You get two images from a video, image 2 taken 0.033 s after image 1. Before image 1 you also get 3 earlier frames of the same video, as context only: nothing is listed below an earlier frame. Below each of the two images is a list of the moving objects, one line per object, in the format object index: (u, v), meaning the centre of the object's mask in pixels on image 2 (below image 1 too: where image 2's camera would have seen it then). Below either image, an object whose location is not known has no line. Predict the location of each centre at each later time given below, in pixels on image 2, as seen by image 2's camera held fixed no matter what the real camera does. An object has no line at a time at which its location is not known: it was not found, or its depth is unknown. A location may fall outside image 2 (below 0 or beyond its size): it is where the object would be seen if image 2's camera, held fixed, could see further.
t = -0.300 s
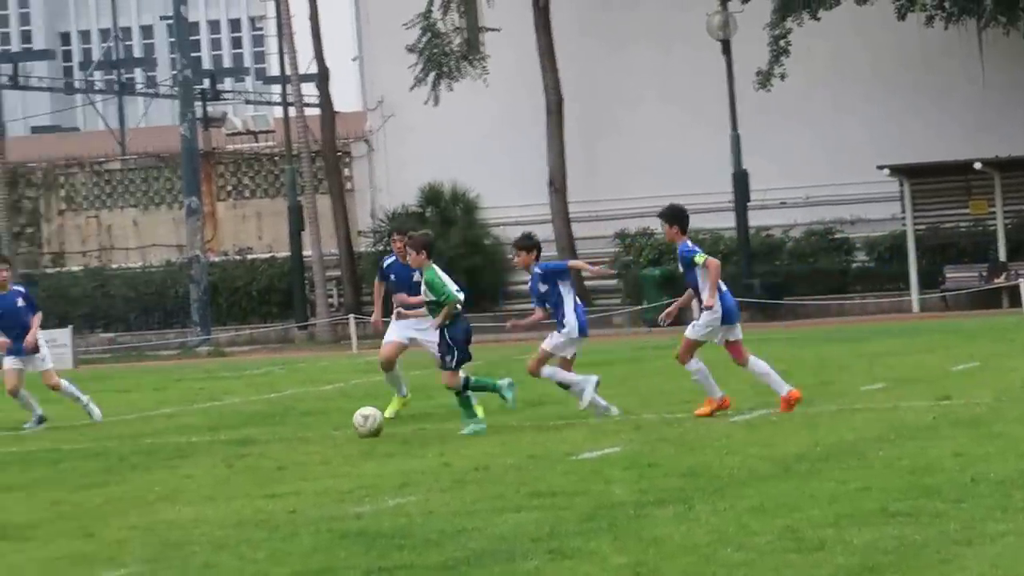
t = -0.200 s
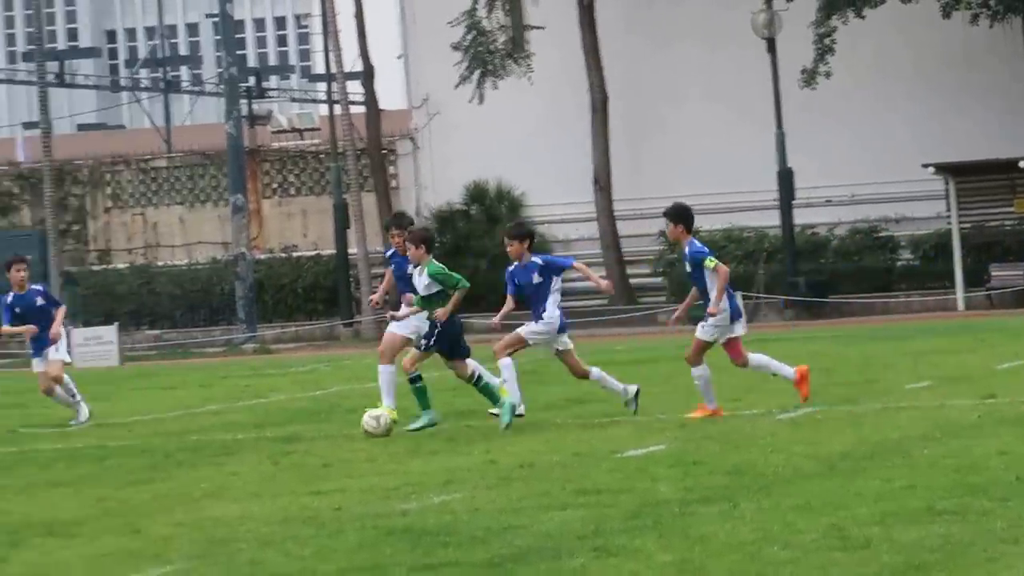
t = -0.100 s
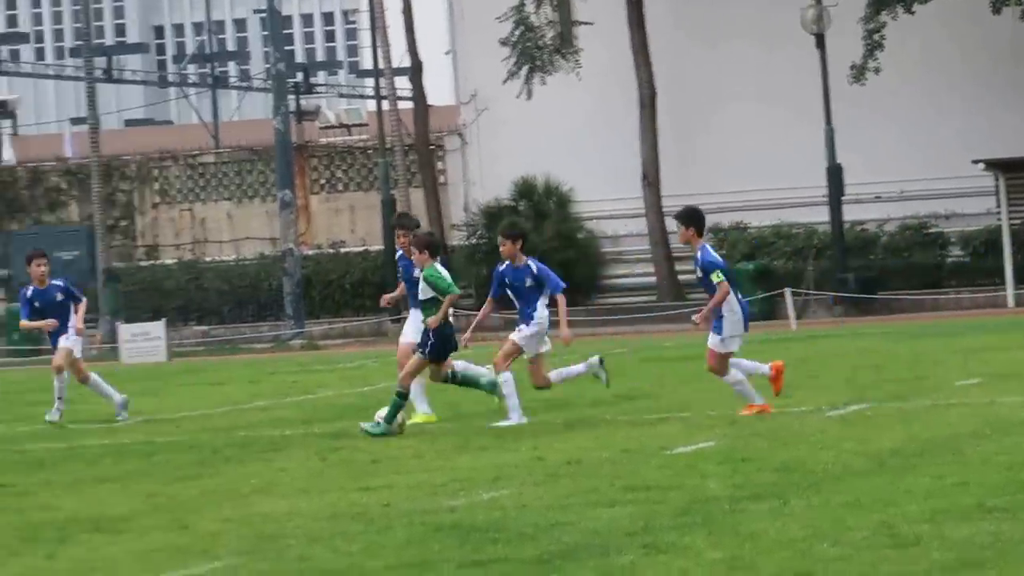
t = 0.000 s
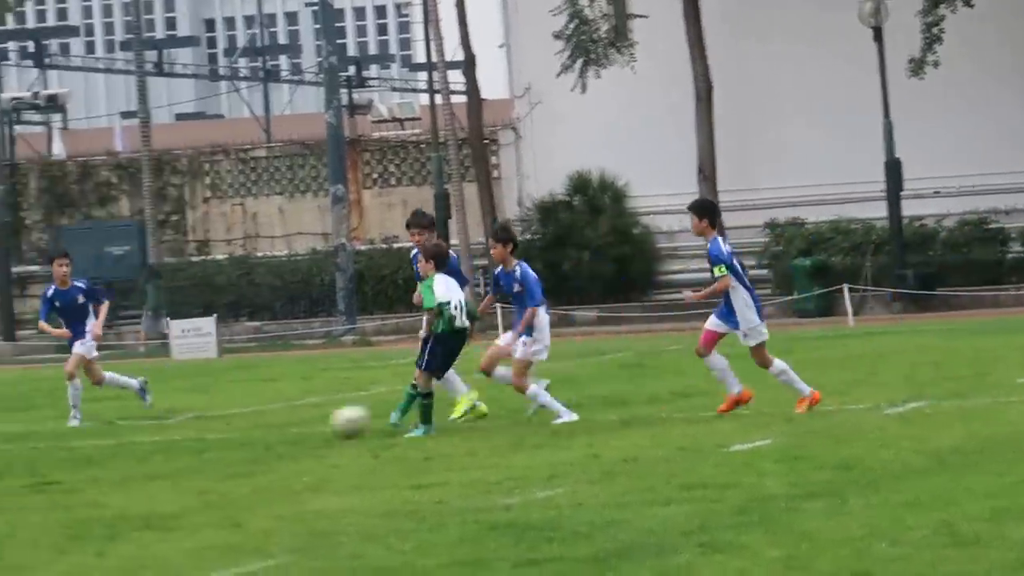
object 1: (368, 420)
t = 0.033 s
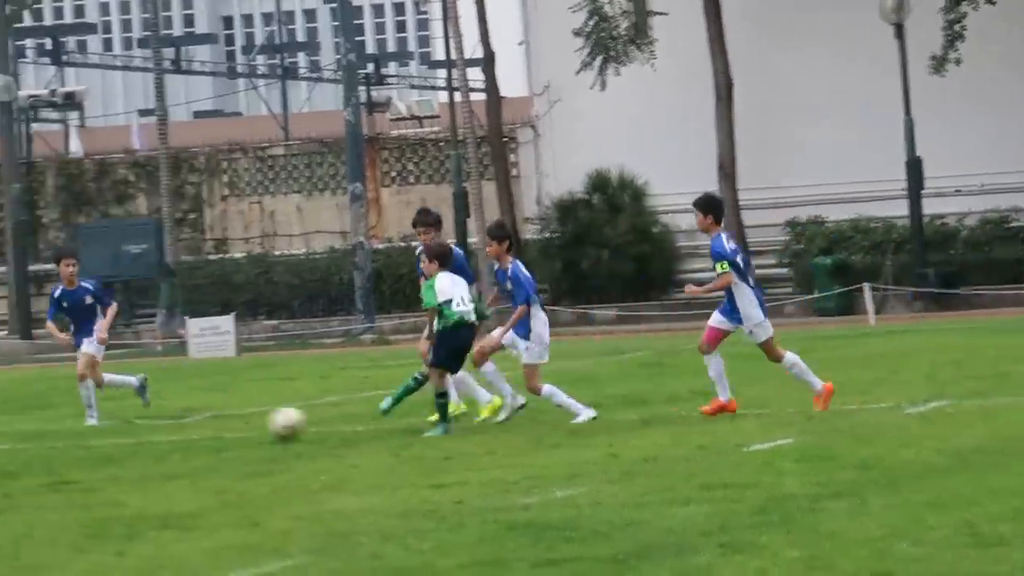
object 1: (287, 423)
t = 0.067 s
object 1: (204, 428)
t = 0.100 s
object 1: (121, 434)
